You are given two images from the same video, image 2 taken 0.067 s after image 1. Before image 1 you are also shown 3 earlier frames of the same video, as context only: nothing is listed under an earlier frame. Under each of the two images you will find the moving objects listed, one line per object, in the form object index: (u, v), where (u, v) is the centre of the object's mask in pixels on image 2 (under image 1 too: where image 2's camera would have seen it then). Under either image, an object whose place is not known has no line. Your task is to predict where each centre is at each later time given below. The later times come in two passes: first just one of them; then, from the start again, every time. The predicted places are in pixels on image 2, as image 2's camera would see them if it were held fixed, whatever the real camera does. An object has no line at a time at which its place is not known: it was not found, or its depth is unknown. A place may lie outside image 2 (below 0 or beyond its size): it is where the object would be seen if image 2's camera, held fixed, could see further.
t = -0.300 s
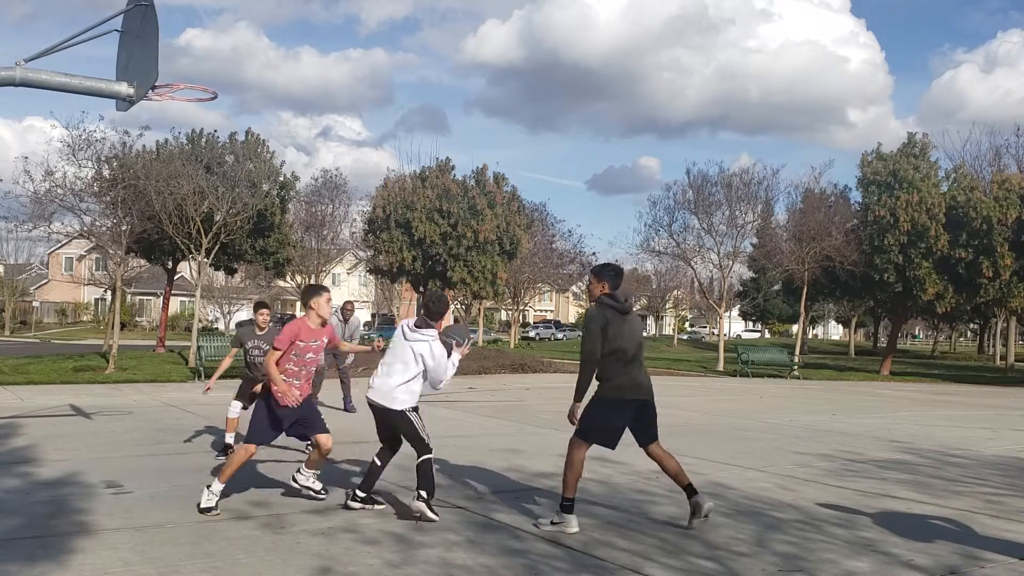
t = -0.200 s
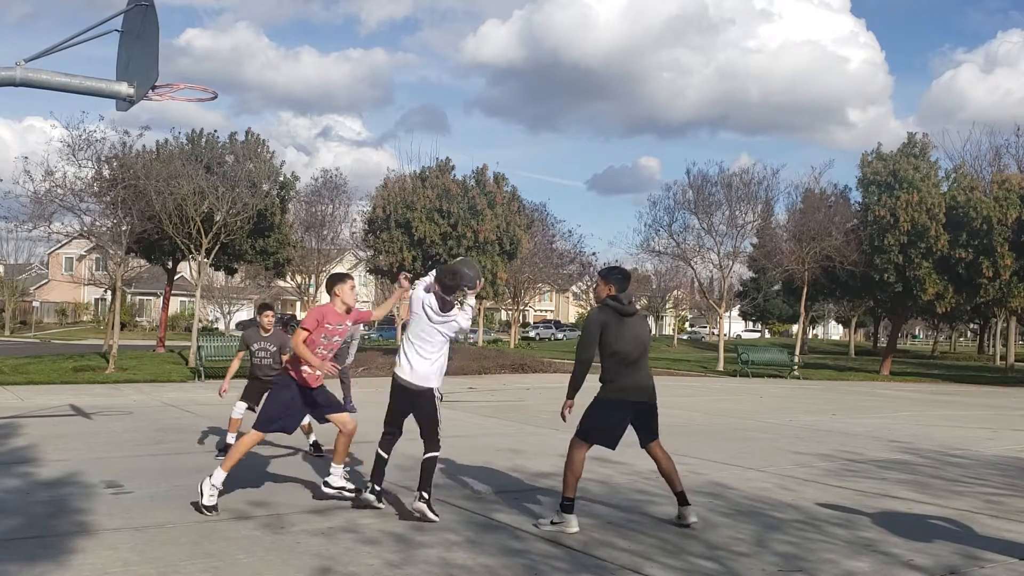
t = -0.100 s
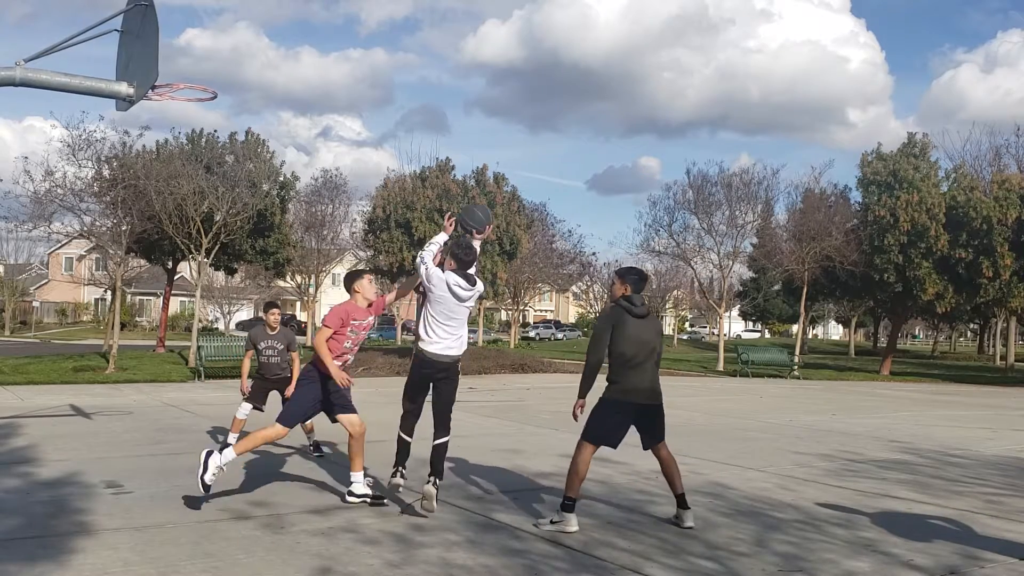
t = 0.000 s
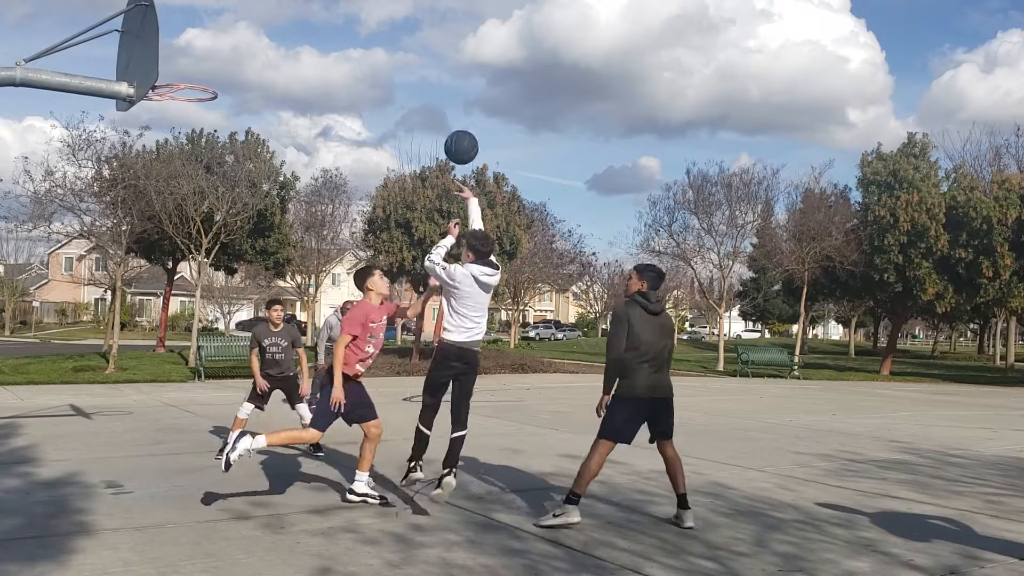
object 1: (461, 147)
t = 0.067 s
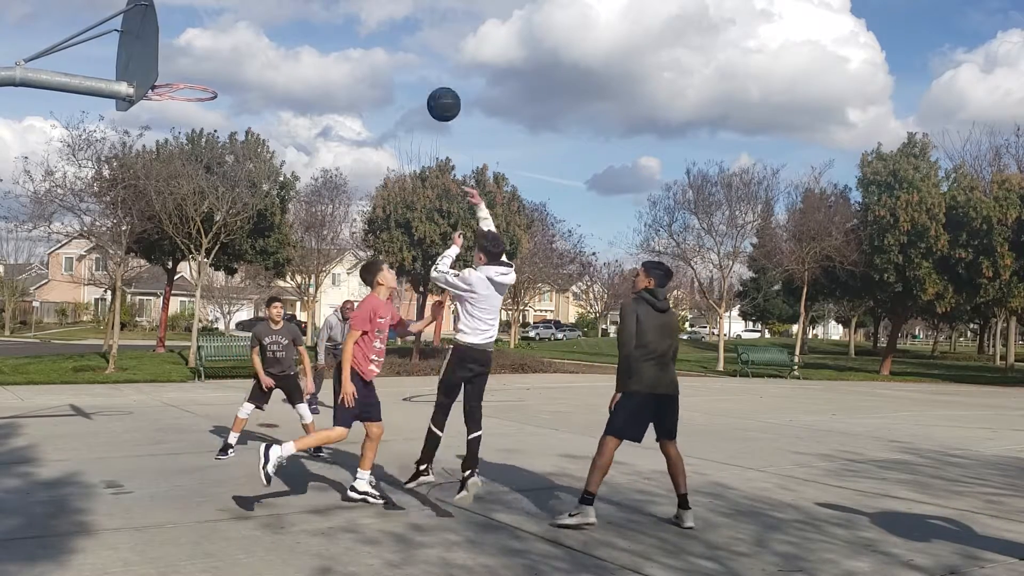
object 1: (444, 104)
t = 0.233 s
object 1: (401, 27)
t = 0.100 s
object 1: (435, 85)
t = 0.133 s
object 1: (427, 68)
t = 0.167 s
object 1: (418, 53)
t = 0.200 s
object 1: (409, 39)
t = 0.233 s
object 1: (401, 27)
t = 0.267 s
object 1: (392, 17)
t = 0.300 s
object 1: (384, 11)
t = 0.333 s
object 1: (376, 7)
